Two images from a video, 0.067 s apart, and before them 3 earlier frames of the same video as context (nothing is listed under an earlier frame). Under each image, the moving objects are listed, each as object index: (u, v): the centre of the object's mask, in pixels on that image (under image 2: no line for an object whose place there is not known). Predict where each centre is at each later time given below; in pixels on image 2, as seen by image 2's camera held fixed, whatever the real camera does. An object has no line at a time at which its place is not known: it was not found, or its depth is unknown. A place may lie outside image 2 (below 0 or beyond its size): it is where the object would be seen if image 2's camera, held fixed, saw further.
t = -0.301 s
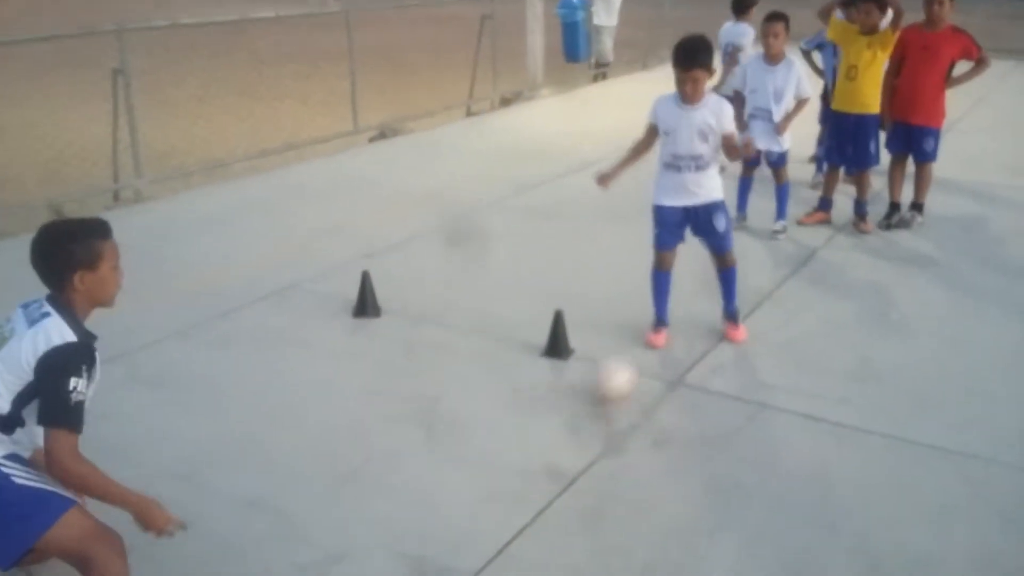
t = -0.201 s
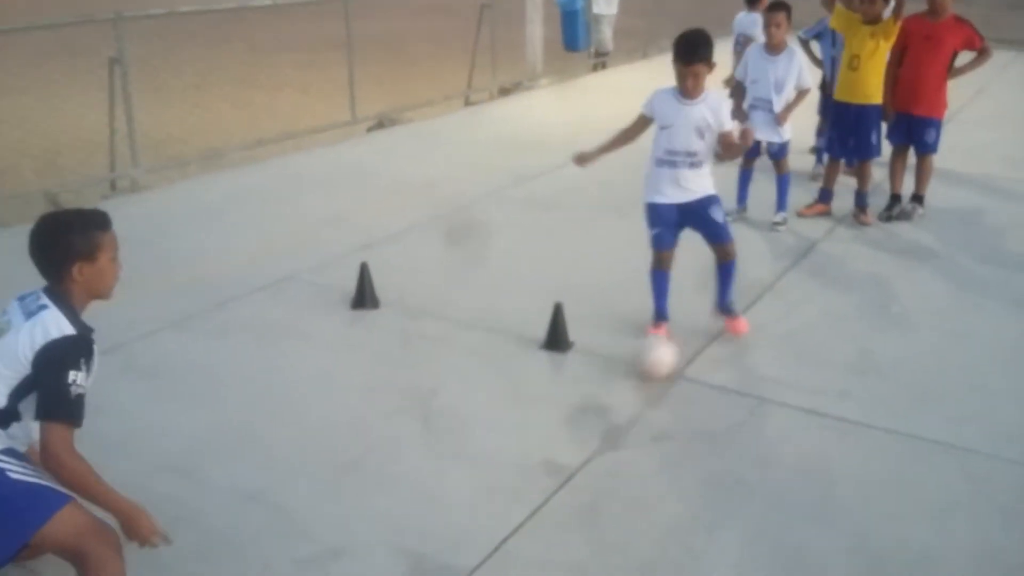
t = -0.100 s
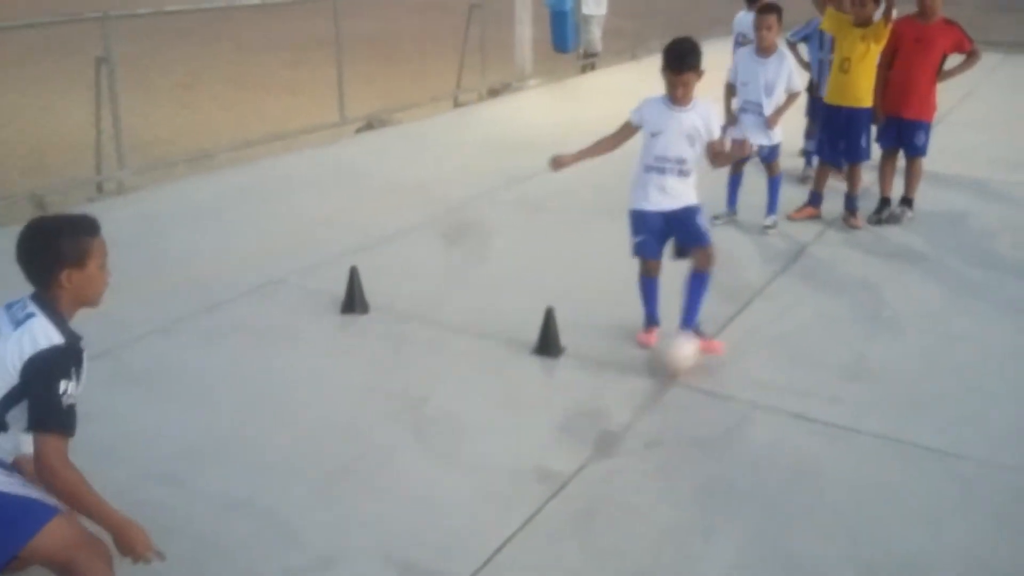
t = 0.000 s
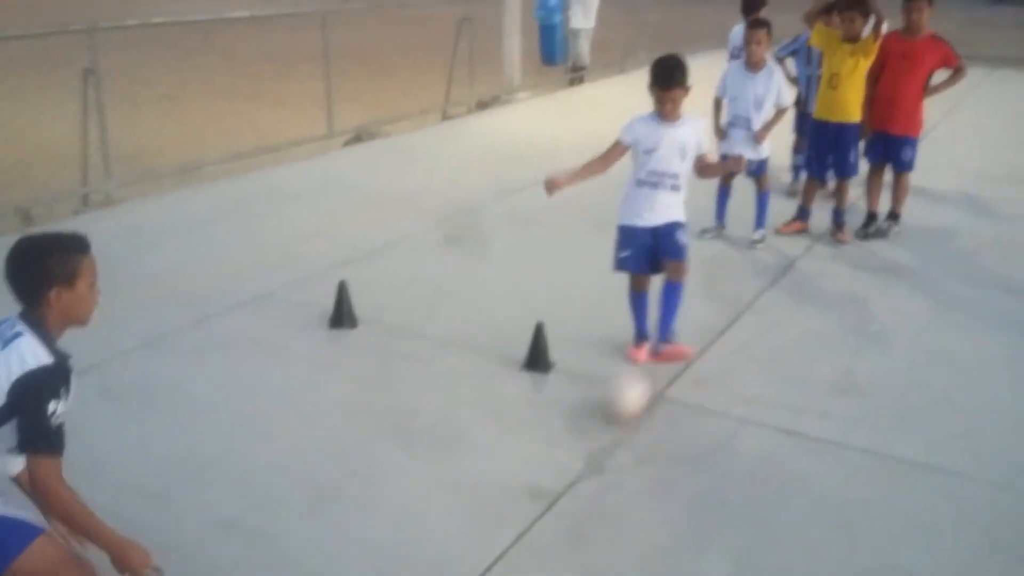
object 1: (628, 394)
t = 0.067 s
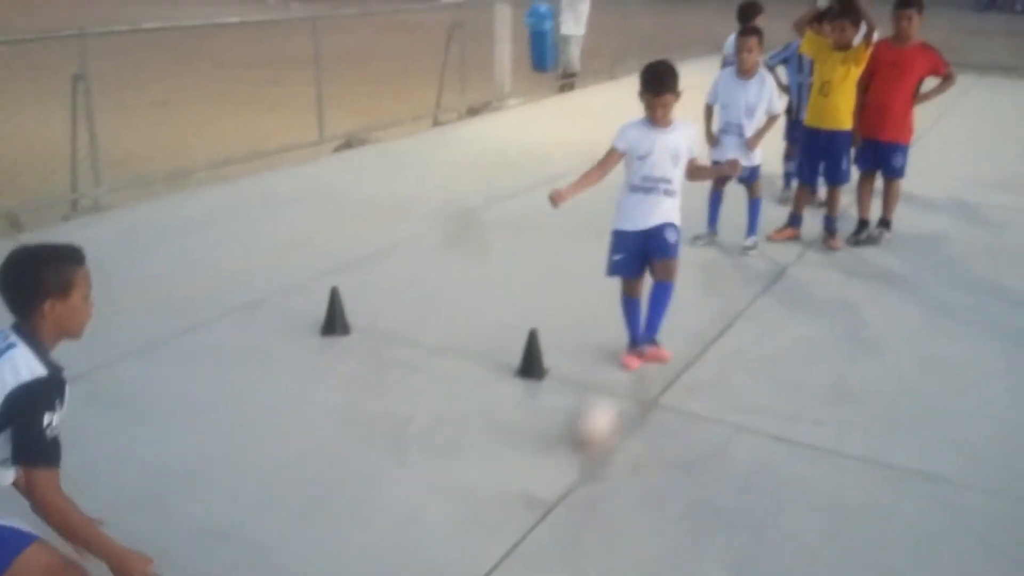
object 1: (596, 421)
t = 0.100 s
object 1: (583, 434)
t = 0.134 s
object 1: (570, 440)
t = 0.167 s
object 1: (554, 449)
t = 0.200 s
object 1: (541, 457)
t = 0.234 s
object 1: (526, 468)
